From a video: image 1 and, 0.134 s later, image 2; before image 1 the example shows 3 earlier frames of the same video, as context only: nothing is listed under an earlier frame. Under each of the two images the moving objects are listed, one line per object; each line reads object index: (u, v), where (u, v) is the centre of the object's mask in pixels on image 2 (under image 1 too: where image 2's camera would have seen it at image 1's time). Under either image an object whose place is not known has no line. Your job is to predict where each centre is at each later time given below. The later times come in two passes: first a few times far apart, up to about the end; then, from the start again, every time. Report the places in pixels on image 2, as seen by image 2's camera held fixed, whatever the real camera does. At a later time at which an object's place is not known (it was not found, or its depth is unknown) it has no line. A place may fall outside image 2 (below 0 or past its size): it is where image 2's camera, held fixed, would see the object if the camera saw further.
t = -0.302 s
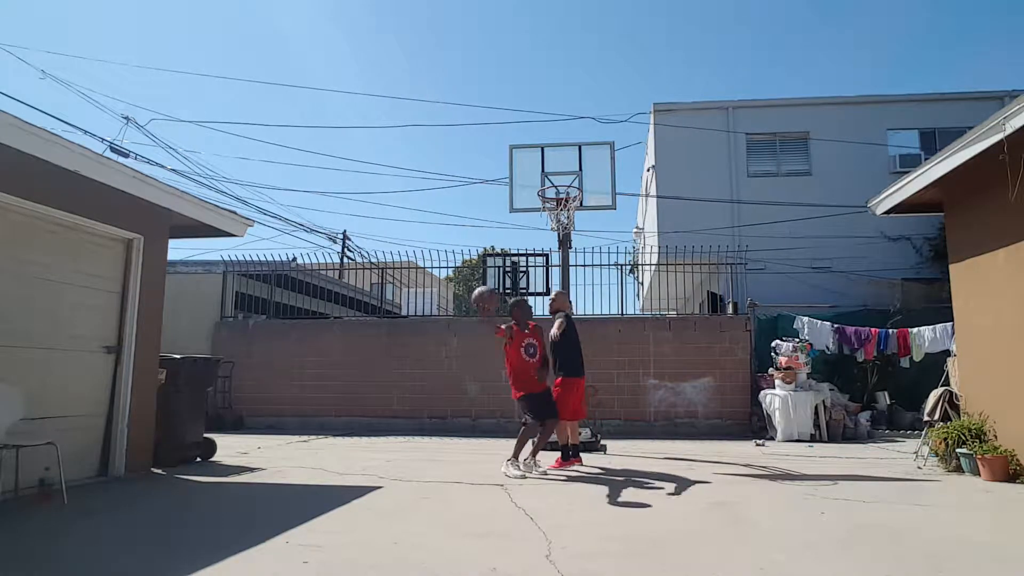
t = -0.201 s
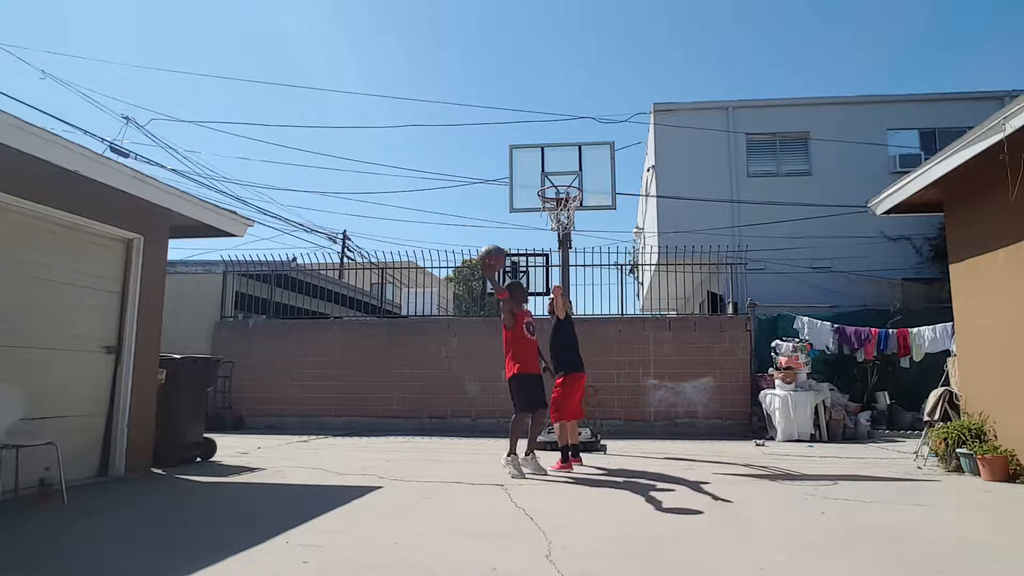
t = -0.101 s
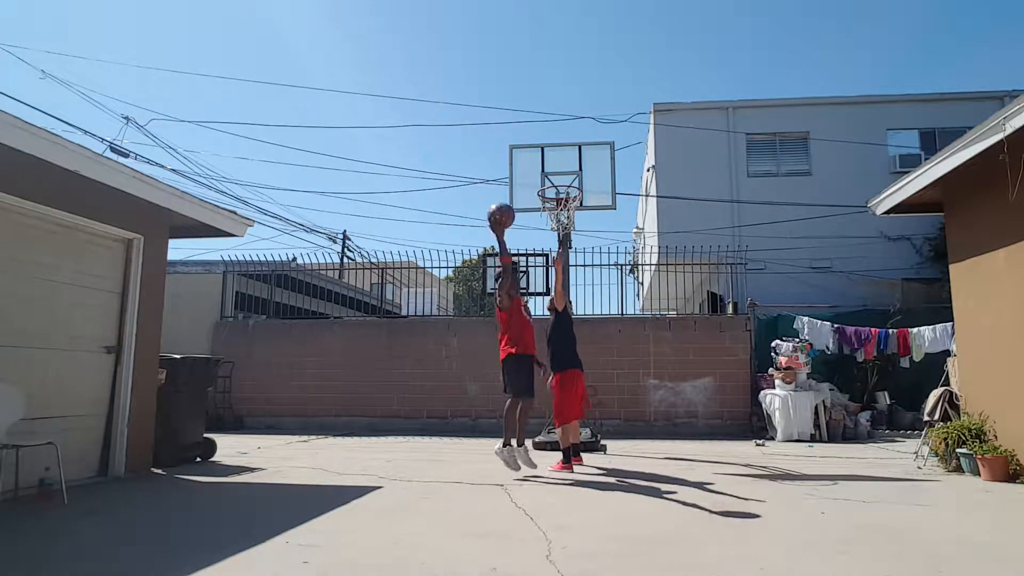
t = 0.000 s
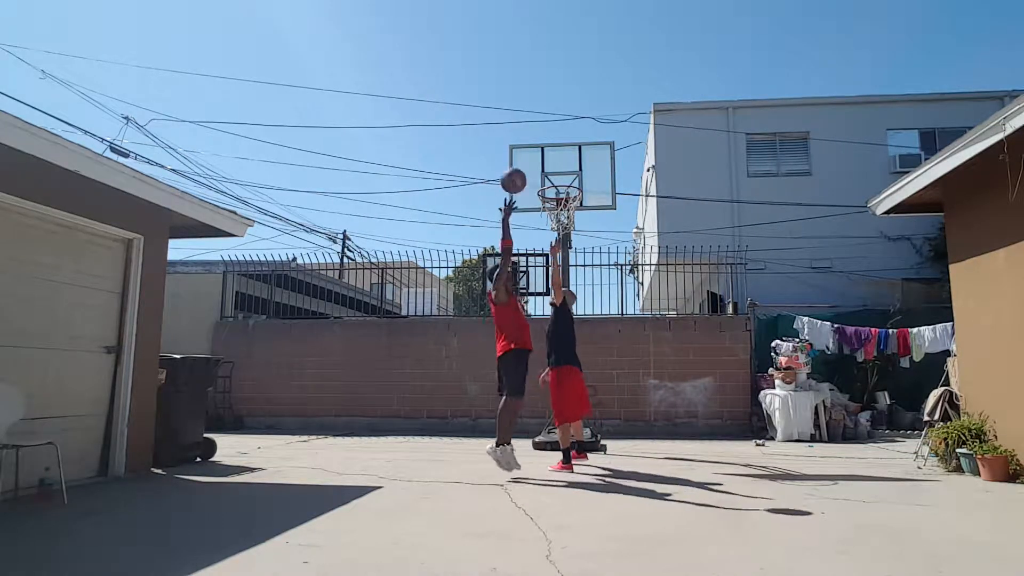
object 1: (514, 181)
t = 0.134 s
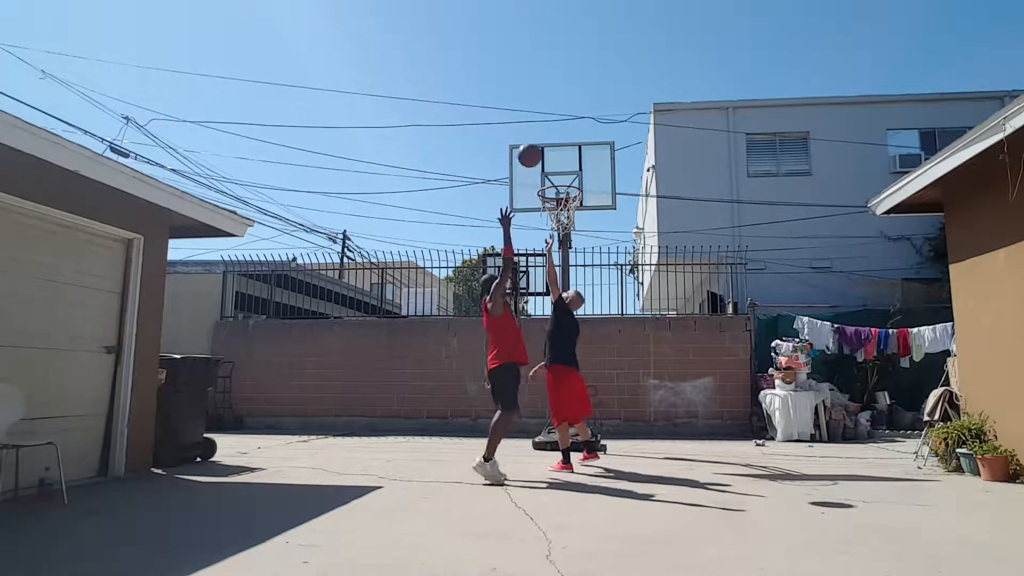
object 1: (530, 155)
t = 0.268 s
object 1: (543, 149)
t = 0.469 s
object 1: (560, 168)
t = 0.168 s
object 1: (533, 152)
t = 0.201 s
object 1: (536, 150)
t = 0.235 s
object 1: (540, 149)
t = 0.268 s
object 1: (543, 149)
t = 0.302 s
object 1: (546, 150)
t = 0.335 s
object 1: (549, 151)
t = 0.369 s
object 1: (552, 154)
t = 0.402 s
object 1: (555, 158)
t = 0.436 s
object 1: (558, 162)
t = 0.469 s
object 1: (560, 168)
